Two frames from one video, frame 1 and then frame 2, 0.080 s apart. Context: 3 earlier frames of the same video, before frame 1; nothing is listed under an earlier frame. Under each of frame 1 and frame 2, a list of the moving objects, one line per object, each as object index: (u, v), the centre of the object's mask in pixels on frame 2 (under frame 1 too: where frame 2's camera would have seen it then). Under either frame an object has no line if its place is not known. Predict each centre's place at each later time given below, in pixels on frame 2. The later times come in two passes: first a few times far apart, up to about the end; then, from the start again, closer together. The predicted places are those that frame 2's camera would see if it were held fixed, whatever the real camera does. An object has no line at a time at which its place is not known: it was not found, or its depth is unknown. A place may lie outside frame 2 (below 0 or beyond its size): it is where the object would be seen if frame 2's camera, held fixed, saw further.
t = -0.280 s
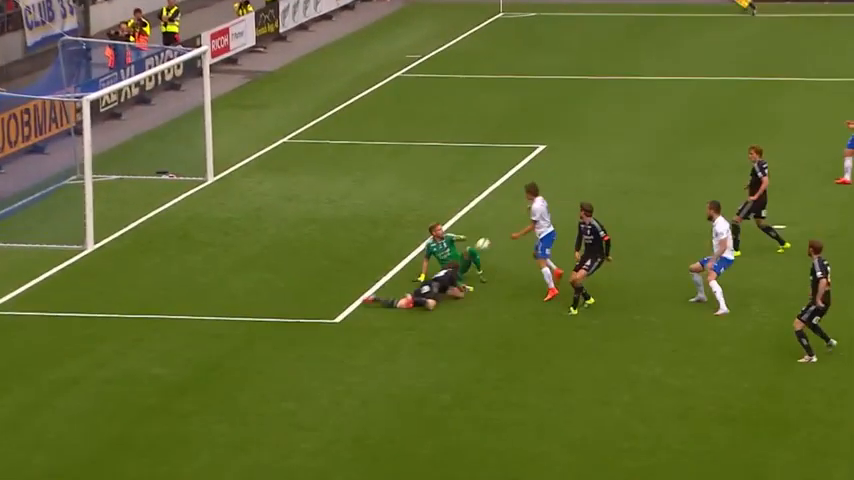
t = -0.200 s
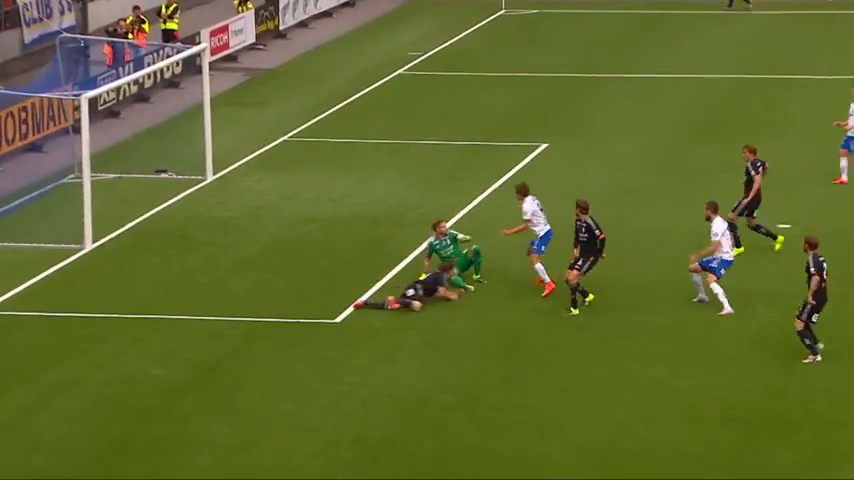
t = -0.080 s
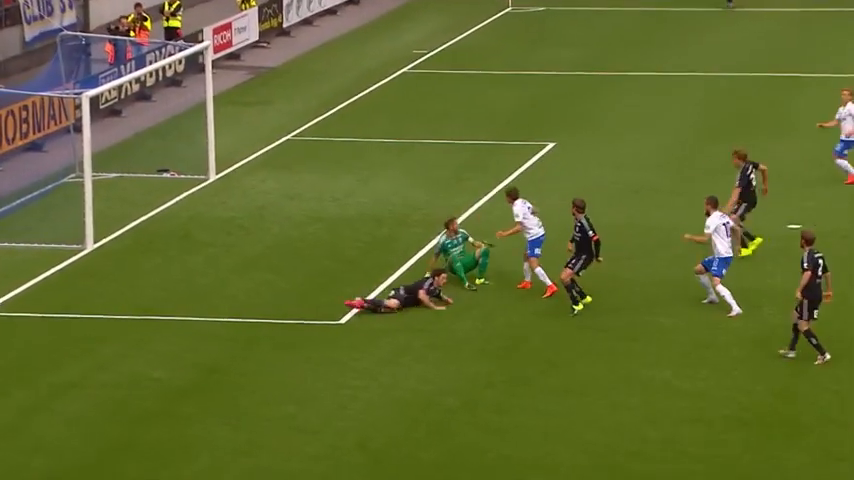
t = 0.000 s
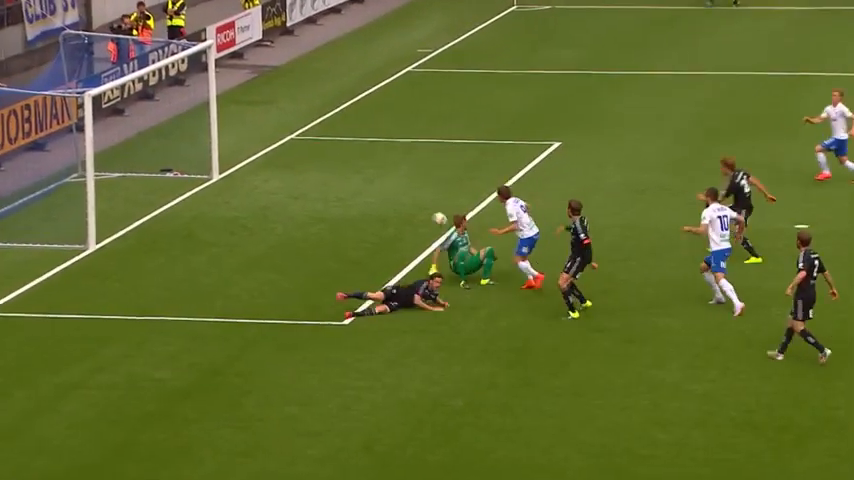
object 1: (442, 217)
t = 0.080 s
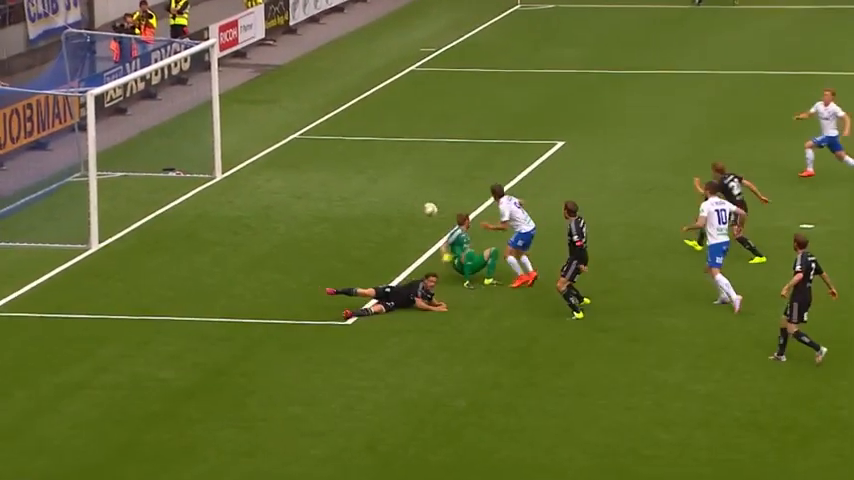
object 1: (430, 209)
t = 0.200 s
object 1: (406, 197)
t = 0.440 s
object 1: (364, 199)
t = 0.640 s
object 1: (336, 200)
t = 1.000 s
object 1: (296, 185)
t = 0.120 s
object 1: (422, 204)
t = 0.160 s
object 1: (414, 200)
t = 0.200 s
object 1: (406, 197)
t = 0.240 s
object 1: (398, 196)
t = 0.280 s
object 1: (390, 195)
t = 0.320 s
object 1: (382, 195)
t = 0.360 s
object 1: (378, 195)
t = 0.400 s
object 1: (372, 196)
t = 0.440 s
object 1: (364, 199)
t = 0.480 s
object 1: (357, 201)
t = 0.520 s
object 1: (351, 205)
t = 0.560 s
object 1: (347, 208)
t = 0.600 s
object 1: (341, 206)
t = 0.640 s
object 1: (336, 200)
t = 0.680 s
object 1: (330, 195)
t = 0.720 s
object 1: (328, 192)
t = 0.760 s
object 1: (323, 188)
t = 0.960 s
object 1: (299, 185)
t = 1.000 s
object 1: (296, 185)
